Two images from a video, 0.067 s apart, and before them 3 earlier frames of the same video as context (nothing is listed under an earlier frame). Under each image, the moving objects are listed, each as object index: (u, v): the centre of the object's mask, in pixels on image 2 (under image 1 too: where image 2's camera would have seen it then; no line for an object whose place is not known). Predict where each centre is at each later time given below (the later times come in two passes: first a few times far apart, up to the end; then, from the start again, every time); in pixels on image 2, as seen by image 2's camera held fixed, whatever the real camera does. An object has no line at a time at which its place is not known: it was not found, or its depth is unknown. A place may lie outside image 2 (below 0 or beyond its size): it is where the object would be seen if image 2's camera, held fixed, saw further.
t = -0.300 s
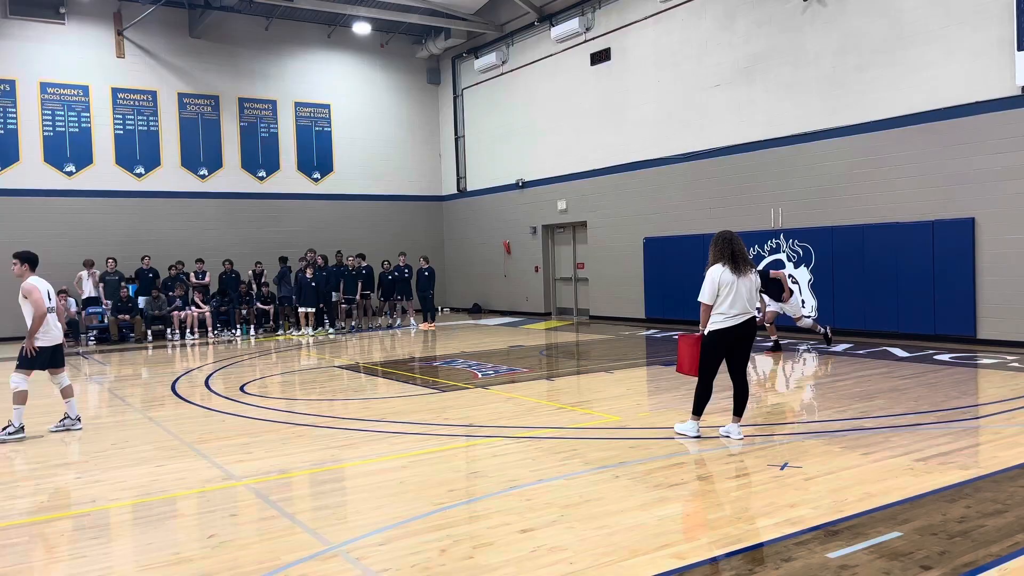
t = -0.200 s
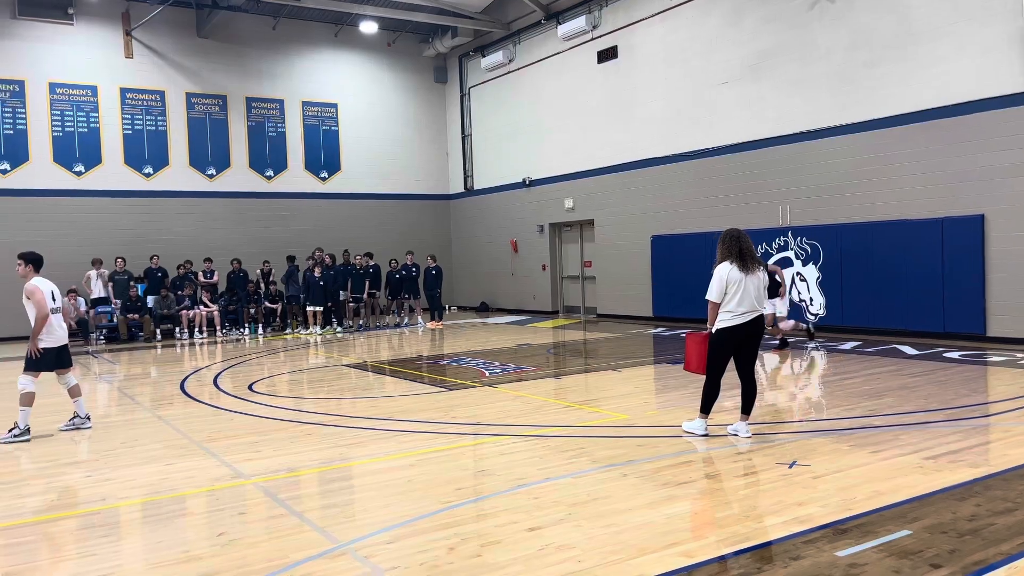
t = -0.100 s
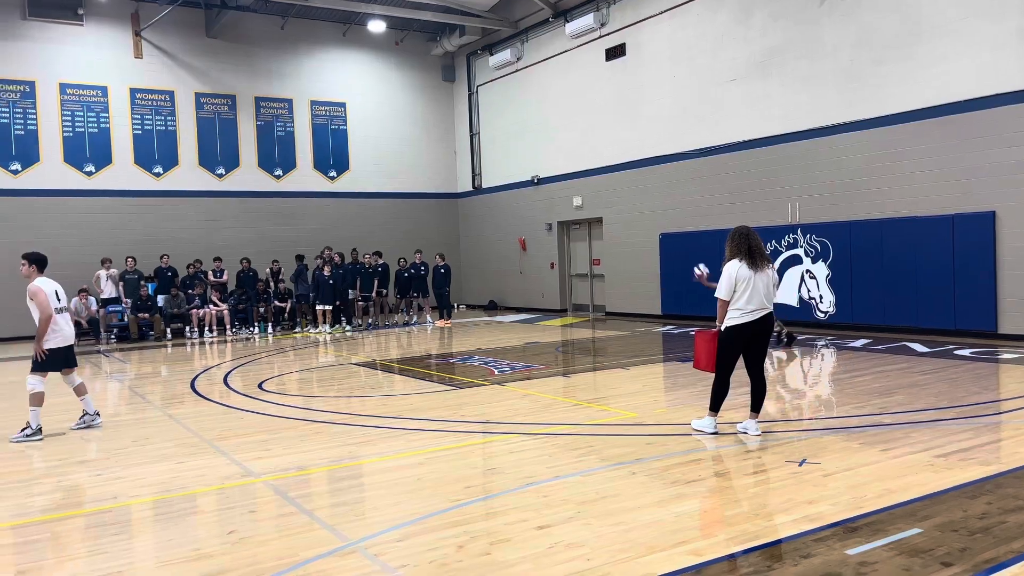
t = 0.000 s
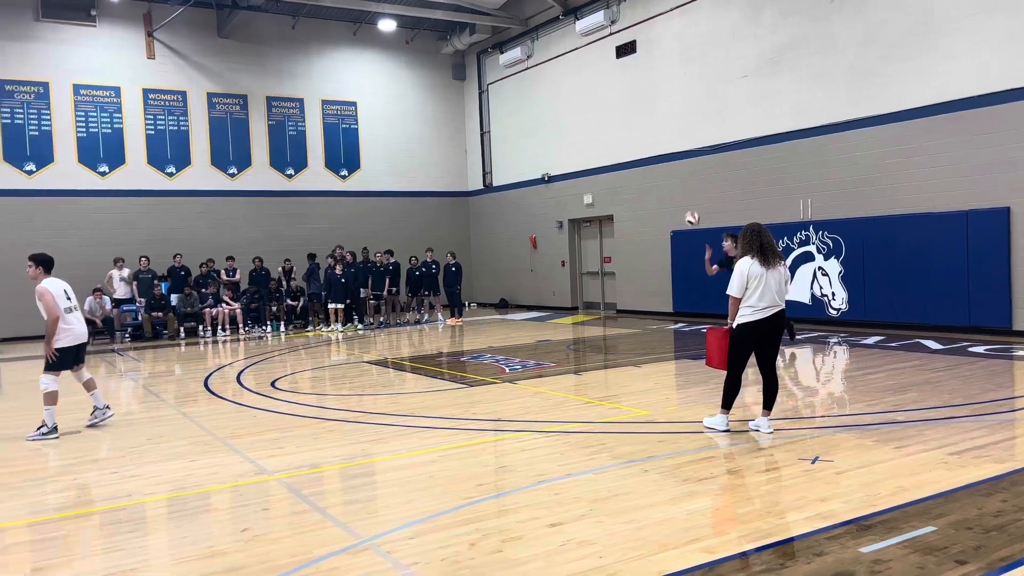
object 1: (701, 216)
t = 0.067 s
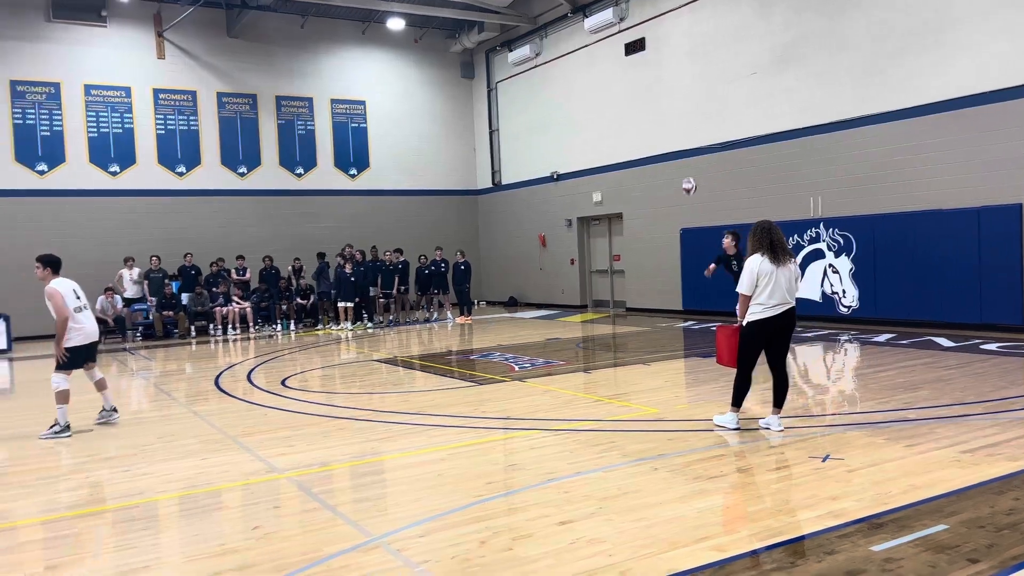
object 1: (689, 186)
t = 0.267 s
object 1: (653, 111)
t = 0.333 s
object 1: (641, 91)
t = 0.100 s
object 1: (683, 171)
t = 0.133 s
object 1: (677, 158)
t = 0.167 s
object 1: (671, 145)
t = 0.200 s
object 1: (666, 133)
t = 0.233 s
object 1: (659, 121)
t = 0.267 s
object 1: (653, 111)
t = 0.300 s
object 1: (647, 101)
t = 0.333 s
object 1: (641, 91)
